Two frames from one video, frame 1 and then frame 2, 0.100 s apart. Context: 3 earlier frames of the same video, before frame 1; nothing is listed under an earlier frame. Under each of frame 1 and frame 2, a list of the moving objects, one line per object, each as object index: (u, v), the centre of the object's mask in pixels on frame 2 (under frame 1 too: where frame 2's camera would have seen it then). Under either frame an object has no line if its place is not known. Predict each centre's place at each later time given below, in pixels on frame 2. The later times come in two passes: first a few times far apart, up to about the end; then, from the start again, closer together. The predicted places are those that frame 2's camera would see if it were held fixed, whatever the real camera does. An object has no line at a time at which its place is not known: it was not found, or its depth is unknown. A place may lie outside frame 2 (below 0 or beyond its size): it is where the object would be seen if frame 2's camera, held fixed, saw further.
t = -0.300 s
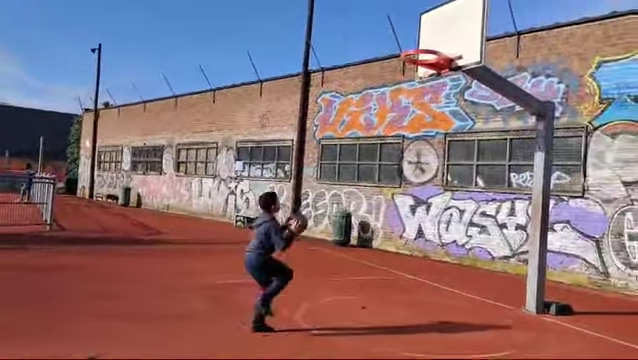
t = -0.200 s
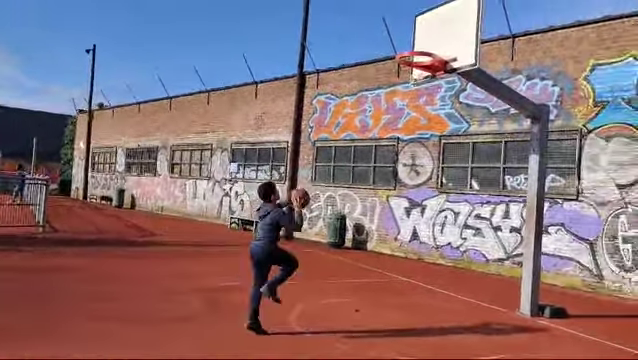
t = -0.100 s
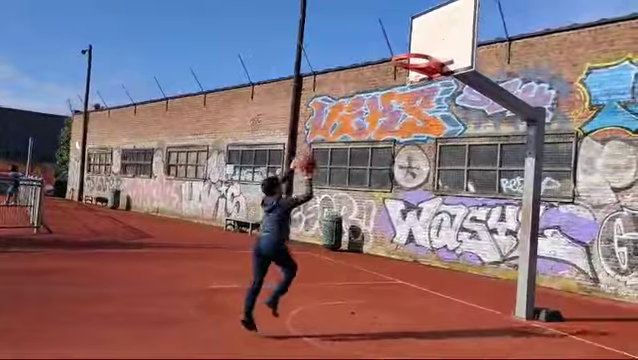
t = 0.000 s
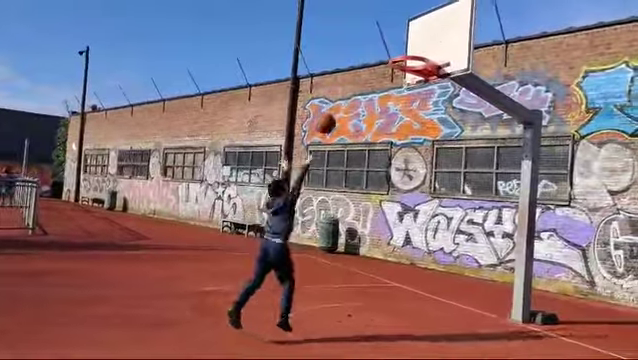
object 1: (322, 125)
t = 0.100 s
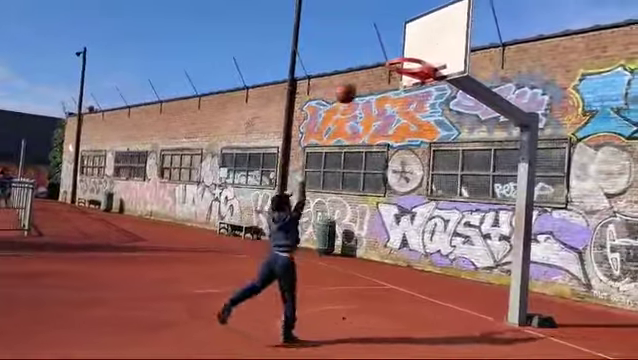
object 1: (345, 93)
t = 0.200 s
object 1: (368, 71)
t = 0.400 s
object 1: (409, 53)
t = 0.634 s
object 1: (436, 74)
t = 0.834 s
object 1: (461, 134)
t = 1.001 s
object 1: (477, 215)
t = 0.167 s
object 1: (361, 77)
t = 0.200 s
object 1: (368, 71)
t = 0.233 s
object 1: (376, 65)
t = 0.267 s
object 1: (382, 60)
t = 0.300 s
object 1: (389, 58)
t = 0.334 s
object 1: (396, 55)
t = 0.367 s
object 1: (403, 53)
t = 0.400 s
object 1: (409, 53)
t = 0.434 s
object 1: (412, 53)
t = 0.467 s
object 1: (417, 53)
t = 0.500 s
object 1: (422, 55)
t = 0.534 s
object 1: (425, 58)
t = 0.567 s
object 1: (429, 63)
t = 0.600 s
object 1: (433, 68)
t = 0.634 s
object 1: (436, 74)
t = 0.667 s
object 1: (440, 81)
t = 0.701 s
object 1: (445, 89)
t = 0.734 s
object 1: (448, 99)
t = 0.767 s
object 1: (451, 109)
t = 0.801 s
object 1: (454, 120)
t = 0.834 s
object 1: (461, 134)
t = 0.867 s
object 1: (463, 147)
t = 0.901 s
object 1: (466, 162)
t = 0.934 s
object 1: (469, 179)
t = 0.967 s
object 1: (474, 197)
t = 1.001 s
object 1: (477, 215)
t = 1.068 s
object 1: (483, 258)
